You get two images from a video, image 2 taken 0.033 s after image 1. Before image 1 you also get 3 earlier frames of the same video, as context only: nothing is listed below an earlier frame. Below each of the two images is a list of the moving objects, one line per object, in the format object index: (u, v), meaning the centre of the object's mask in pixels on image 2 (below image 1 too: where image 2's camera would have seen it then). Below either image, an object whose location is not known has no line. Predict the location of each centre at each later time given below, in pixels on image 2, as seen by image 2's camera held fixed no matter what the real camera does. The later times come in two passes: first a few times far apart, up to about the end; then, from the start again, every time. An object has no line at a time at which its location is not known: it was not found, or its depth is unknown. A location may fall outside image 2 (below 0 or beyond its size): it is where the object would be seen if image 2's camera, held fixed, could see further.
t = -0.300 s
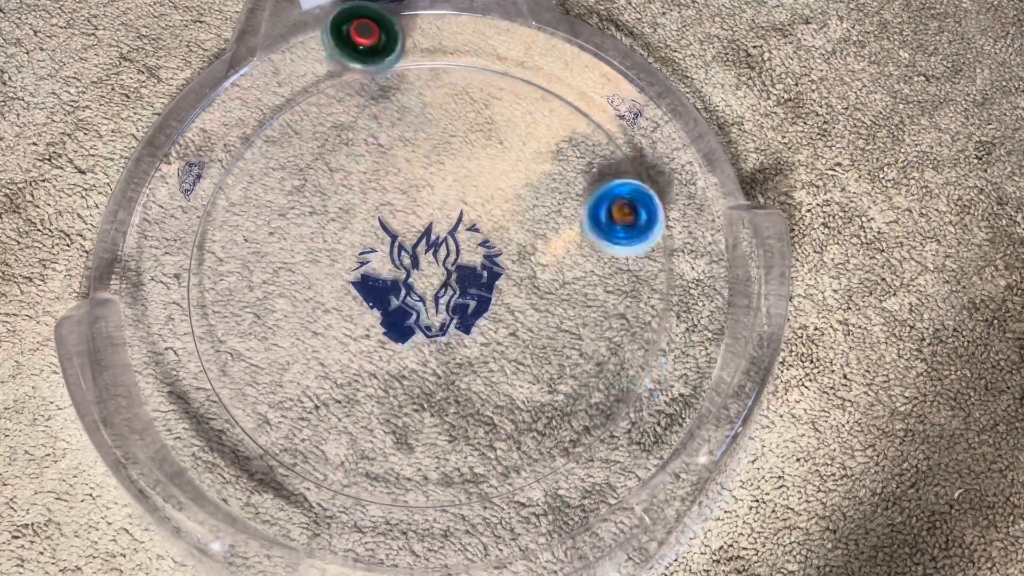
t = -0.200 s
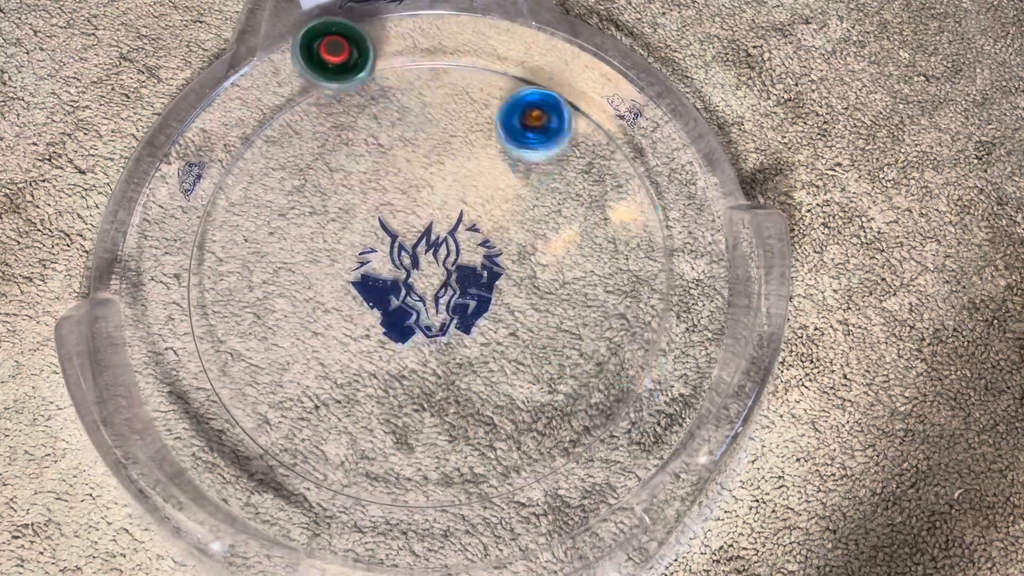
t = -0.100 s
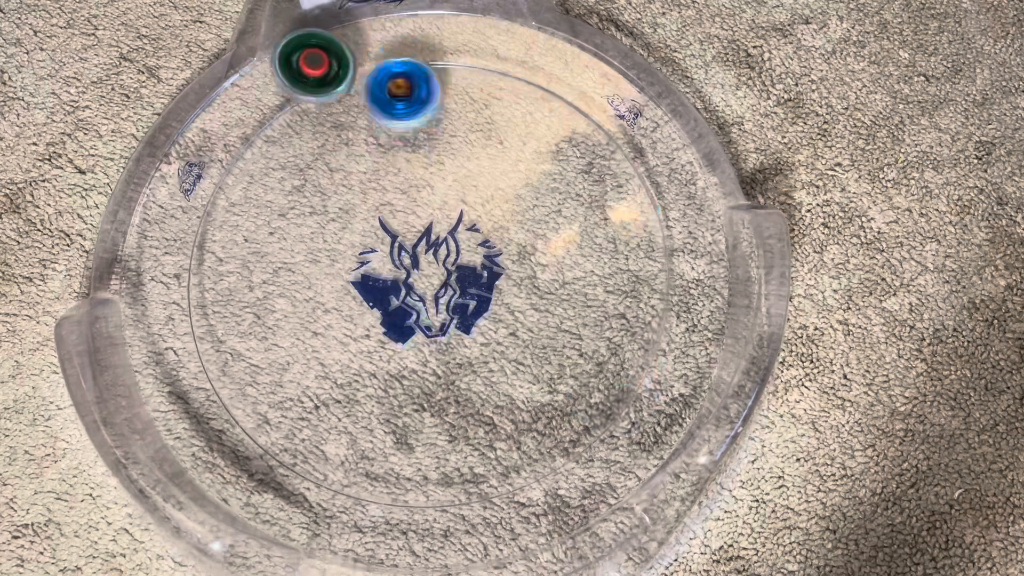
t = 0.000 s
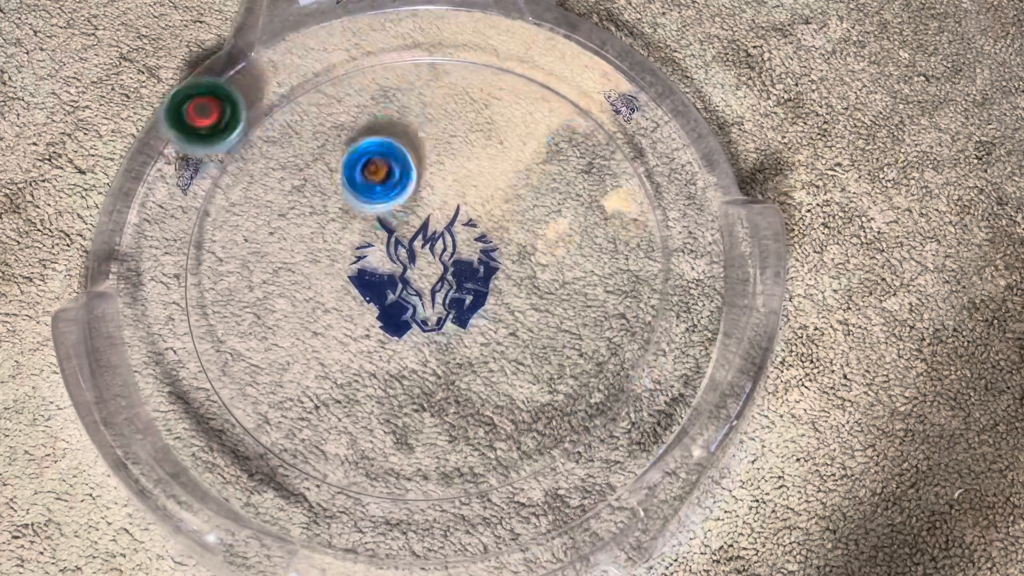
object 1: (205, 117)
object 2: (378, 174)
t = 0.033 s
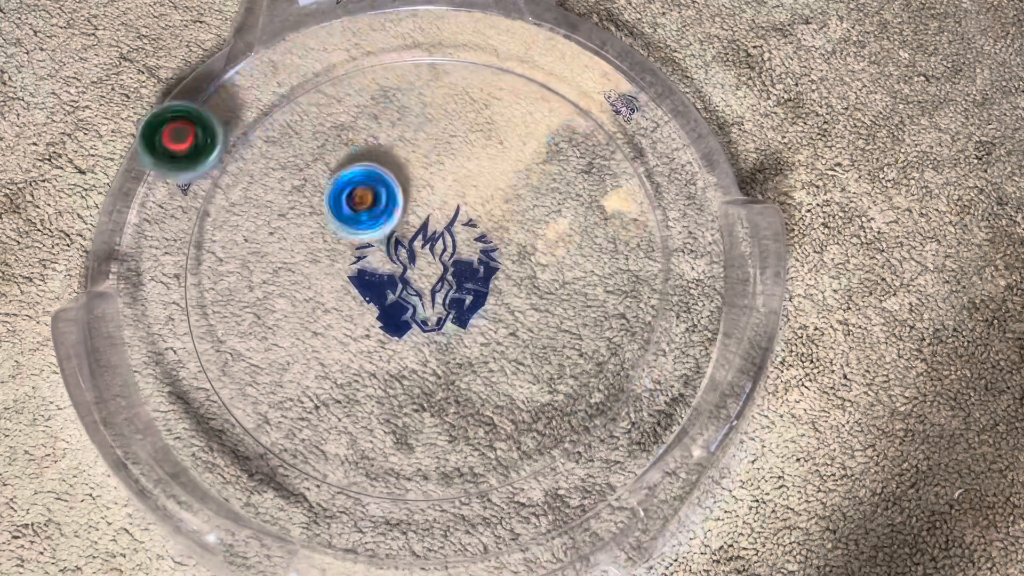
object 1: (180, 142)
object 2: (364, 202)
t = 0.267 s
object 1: (172, 253)
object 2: (486, 348)
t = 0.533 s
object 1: (302, 331)
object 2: (517, 162)
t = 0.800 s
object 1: (426, 341)
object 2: (318, 291)
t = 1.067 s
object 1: (504, 308)
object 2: (550, 388)
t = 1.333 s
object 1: (422, 185)
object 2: (633, 199)
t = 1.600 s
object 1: (148, 315)
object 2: (577, 97)
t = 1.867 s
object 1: (423, 492)
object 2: (444, 165)
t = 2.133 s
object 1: (552, 345)
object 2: (462, 358)
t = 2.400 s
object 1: (588, 193)
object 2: (532, 372)
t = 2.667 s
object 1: (505, 132)
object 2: (398, 257)
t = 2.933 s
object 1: (424, 131)
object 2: (267, 391)
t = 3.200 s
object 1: (364, 160)
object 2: (436, 369)
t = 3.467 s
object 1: (301, 204)
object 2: (408, 168)
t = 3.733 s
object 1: (273, 258)
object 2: (256, 165)
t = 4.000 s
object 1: (354, 371)
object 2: (340, 261)
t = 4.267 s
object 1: (414, 372)
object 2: (500, 163)
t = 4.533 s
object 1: (457, 343)
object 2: (425, 90)
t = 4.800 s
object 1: (492, 308)
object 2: (405, 261)
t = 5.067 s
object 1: (638, 315)
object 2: (412, 321)
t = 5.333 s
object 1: (589, 268)
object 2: (494, 239)
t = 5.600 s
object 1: (516, 250)
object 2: (346, 233)
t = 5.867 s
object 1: (450, 238)
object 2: (412, 357)
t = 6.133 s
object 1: (376, 220)
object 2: (497, 228)
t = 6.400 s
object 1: (277, 241)
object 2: (399, 144)
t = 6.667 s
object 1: (143, 318)
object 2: (466, 205)
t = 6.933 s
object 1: (343, 364)
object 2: (566, 144)
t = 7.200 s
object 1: (463, 278)
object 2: (496, 176)
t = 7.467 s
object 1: (376, 424)
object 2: (459, 269)
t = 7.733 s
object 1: (384, 402)
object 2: (498, 383)
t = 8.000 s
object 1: (365, 333)
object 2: (522, 344)
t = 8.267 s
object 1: (341, 255)
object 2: (429, 291)
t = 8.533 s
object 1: (354, 195)
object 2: (389, 276)
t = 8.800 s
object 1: (426, 194)
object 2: (386, 283)
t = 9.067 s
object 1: (541, 217)
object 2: (372, 272)
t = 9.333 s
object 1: (556, 255)
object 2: (390, 287)
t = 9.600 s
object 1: (461, 318)
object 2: (415, 231)
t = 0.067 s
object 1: (164, 165)
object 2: (357, 233)
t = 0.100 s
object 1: (154, 186)
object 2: (359, 264)
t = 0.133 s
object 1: (150, 204)
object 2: (371, 294)
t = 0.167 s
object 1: (153, 219)
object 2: (390, 318)
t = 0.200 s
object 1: (157, 232)
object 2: (418, 338)
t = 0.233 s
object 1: (164, 242)
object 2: (450, 349)
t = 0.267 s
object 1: (172, 253)
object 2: (486, 348)
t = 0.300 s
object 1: (183, 265)
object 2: (521, 338)
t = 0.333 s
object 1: (199, 277)
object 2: (549, 319)
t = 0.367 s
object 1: (214, 289)
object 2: (570, 292)
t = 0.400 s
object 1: (230, 298)
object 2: (579, 262)
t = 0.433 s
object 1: (247, 308)
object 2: (578, 230)
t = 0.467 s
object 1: (266, 317)
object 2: (566, 202)
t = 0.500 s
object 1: (284, 325)
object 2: (545, 179)
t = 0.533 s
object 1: (302, 331)
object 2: (517, 162)
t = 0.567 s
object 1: (320, 336)
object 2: (484, 154)
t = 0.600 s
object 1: (338, 339)
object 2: (449, 152)
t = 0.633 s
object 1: (354, 342)
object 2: (415, 159)
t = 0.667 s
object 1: (369, 344)
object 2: (383, 174)
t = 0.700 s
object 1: (384, 345)
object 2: (356, 196)
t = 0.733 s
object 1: (399, 344)
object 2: (335, 225)
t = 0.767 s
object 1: (413, 343)
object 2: (322, 257)
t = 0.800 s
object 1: (426, 341)
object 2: (318, 291)
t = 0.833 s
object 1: (438, 338)
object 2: (324, 328)
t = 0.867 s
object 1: (450, 335)
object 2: (340, 362)
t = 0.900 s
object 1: (461, 332)
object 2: (364, 390)
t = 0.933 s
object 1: (470, 328)
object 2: (397, 411)
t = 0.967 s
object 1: (480, 322)
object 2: (436, 422)
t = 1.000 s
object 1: (488, 318)
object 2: (477, 422)
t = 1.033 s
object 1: (496, 313)
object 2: (517, 410)
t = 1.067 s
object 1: (504, 308)
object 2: (550, 388)
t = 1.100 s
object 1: (509, 302)
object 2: (574, 359)
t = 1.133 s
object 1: (502, 282)
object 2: (607, 341)
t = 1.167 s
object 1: (489, 260)
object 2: (641, 332)
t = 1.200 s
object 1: (475, 237)
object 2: (654, 306)
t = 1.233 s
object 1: (460, 217)
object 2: (657, 279)
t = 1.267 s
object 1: (446, 201)
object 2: (656, 251)
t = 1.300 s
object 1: (433, 191)
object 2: (648, 224)
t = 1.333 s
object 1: (422, 185)
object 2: (633, 199)
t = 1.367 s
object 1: (416, 186)
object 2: (610, 180)
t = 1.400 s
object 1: (412, 189)
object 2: (581, 166)
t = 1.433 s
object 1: (408, 194)
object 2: (548, 158)
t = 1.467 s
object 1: (405, 199)
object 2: (511, 157)
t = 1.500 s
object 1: (402, 205)
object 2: (473, 162)
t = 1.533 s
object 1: (316, 231)
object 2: (516, 133)
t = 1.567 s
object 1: (209, 280)
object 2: (555, 110)
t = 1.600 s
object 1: (148, 315)
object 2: (577, 97)
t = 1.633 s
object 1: (155, 346)
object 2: (571, 100)
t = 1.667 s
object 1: (172, 387)
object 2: (563, 115)
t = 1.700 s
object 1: (198, 434)
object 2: (551, 125)
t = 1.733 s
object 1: (252, 469)
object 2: (533, 130)
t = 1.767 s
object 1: (295, 482)
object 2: (513, 133)
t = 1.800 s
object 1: (341, 492)
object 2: (491, 141)
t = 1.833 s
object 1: (383, 495)
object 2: (466, 149)
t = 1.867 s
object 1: (423, 492)
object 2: (444, 165)
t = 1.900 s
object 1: (456, 486)
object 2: (426, 185)
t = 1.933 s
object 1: (484, 474)
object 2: (413, 210)
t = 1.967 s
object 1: (510, 454)
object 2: (407, 236)
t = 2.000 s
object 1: (529, 433)
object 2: (407, 266)
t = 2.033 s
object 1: (542, 411)
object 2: (412, 293)
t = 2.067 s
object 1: (550, 388)
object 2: (424, 317)
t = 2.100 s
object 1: (553, 366)
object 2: (442, 340)
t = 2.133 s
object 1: (552, 345)
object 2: (462, 358)
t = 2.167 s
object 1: (580, 320)
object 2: (455, 371)
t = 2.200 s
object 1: (598, 295)
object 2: (454, 382)
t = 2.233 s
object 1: (607, 274)
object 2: (459, 391)
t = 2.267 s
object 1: (608, 255)
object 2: (469, 397)
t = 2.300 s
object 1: (605, 238)
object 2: (484, 401)
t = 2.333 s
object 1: (601, 221)
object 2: (502, 398)
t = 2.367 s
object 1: (595, 207)
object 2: (519, 389)
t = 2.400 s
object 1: (588, 193)
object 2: (532, 372)
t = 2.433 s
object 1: (579, 181)
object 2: (538, 352)
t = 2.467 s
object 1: (570, 171)
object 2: (537, 328)
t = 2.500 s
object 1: (560, 161)
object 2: (526, 306)
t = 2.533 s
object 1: (549, 153)
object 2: (508, 286)
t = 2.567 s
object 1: (539, 145)
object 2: (484, 271)
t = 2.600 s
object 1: (528, 139)
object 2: (458, 261)
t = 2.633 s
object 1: (517, 134)
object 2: (429, 256)
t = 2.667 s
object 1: (505, 132)
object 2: (398, 257)
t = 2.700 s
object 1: (494, 129)
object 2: (369, 261)
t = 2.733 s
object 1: (483, 127)
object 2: (341, 270)
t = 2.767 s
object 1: (472, 125)
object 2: (315, 283)
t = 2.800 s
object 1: (462, 125)
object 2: (293, 301)
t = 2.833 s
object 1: (452, 126)
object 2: (276, 321)
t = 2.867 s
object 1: (442, 127)
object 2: (266, 344)
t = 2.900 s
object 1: (433, 129)
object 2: (262, 368)
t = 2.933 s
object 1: (424, 131)
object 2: (267, 391)
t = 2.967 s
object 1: (416, 133)
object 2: (274, 410)
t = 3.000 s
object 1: (408, 135)
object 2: (291, 424)
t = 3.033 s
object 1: (400, 138)
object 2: (311, 432)
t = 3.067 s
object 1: (392, 141)
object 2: (337, 433)
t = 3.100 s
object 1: (384, 146)
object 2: (364, 426)
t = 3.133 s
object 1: (377, 150)
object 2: (392, 413)
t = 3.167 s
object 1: (370, 154)
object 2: (417, 393)
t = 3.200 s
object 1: (364, 160)
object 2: (436, 369)
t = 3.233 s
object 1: (357, 164)
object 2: (449, 341)
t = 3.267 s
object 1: (352, 169)
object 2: (454, 312)
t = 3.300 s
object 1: (347, 175)
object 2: (454, 284)
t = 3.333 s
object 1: (343, 181)
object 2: (447, 255)
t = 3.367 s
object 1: (337, 187)
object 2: (436, 229)
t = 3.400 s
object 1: (333, 193)
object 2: (420, 205)
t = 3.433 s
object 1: (314, 198)
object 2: (417, 186)
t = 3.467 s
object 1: (301, 204)
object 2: (408, 168)
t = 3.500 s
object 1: (293, 212)
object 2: (393, 153)
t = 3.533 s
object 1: (288, 220)
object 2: (374, 140)
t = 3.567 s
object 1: (282, 227)
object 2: (352, 132)
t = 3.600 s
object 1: (278, 234)
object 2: (329, 127)
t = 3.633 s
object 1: (275, 241)
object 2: (305, 129)
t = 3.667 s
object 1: (274, 247)
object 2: (284, 136)
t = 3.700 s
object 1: (274, 252)
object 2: (267, 148)
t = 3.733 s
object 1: (273, 258)
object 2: (256, 165)
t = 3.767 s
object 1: (273, 265)
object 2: (249, 185)
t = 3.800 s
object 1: (280, 291)
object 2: (246, 188)
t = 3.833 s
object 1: (290, 318)
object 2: (248, 196)
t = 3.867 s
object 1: (303, 339)
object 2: (258, 209)
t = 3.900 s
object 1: (317, 355)
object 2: (271, 225)
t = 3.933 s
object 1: (331, 364)
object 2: (290, 242)
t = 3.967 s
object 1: (343, 369)
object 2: (313, 255)
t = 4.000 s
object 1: (354, 371)
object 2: (340, 261)
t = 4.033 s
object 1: (363, 373)
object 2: (368, 263)
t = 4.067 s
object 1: (372, 374)
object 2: (395, 260)
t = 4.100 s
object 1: (379, 375)
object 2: (421, 251)
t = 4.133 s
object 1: (386, 375)
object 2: (446, 238)
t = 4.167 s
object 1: (393, 375)
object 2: (465, 222)
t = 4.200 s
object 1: (400, 374)
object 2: (481, 203)
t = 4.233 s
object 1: (407, 373)
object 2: (492, 183)
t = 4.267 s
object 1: (414, 372)
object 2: (500, 163)
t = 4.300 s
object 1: (420, 369)
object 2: (503, 140)
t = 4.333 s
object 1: (426, 366)
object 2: (500, 120)
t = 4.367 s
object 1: (431, 363)
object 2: (491, 104)
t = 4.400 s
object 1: (436, 360)
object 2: (481, 91)
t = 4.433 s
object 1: (442, 356)
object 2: (468, 83)
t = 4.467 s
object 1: (447, 352)
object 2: (455, 80)
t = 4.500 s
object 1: (452, 348)
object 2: (439, 82)
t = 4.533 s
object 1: (457, 343)
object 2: (425, 90)
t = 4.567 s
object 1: (461, 338)
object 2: (410, 104)
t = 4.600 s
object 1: (465, 333)
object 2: (397, 123)
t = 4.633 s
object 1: (468, 328)
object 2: (386, 146)
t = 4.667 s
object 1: (471, 323)
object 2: (382, 172)
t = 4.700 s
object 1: (474, 317)
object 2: (382, 197)
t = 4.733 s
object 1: (477, 311)
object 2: (389, 223)
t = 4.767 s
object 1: (479, 305)
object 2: (400, 247)
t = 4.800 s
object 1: (492, 308)
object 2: (405, 261)
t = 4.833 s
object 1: (530, 327)
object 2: (387, 257)
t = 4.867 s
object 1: (564, 339)
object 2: (377, 257)
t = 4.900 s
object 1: (591, 347)
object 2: (372, 263)
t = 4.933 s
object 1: (611, 345)
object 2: (371, 274)
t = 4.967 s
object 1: (626, 339)
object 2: (375, 289)
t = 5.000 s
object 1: (635, 332)
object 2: (383, 302)
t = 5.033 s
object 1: (640, 324)
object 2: (396, 313)
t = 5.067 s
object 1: (638, 315)
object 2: (412, 321)
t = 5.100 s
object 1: (635, 306)
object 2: (429, 325)
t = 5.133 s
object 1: (631, 298)
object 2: (447, 324)
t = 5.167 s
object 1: (625, 291)
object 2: (465, 318)
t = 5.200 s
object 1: (620, 286)
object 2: (481, 308)
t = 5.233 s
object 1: (613, 282)
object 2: (492, 293)
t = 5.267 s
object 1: (606, 276)
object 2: (498, 276)
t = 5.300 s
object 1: (598, 272)
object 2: (498, 257)
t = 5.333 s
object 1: (589, 268)
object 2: (494, 239)
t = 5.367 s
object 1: (580, 265)
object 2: (481, 224)
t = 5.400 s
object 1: (571, 261)
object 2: (466, 211)
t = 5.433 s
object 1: (561, 258)
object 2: (447, 202)
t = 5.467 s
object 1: (551, 256)
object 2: (425, 198)
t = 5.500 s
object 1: (541, 254)
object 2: (403, 200)
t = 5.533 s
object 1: (532, 252)
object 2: (382, 207)
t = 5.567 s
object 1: (523, 252)
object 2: (362, 218)
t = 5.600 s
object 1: (516, 250)
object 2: (346, 233)
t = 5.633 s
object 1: (509, 249)
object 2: (335, 252)
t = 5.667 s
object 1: (502, 248)
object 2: (330, 272)
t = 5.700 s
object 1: (495, 248)
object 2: (330, 293)
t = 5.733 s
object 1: (487, 246)
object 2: (336, 312)
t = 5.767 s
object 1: (477, 244)
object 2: (350, 330)
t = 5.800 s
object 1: (468, 242)
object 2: (367, 345)
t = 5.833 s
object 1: (459, 240)
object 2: (389, 354)
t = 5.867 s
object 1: (450, 238)
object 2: (412, 357)
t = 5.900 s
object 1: (440, 236)
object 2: (435, 354)
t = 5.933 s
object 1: (431, 232)
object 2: (458, 344)
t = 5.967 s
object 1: (420, 231)
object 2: (477, 330)
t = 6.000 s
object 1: (411, 228)
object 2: (491, 312)
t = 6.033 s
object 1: (401, 226)
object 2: (501, 292)
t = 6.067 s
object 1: (392, 224)
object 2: (504, 270)
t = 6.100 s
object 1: (383, 222)
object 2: (503, 249)
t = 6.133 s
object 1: (376, 220)
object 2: (497, 228)
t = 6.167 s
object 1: (369, 217)
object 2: (484, 210)
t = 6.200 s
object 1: (364, 215)
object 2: (468, 195)
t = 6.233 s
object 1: (358, 213)
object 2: (449, 184)
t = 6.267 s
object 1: (352, 212)
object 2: (428, 176)
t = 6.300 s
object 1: (323, 220)
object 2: (430, 160)
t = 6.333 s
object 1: (300, 228)
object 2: (425, 151)
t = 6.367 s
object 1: (284, 235)
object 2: (414, 146)
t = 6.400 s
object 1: (277, 241)
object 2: (399, 144)
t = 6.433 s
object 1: (274, 243)
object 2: (382, 148)
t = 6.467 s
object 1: (272, 245)
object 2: (368, 156)
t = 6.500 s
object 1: (272, 247)
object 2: (355, 168)
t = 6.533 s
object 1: (272, 248)
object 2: (347, 185)
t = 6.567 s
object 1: (270, 249)
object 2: (347, 204)
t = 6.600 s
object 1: (210, 274)
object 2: (395, 202)
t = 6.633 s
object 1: (166, 296)
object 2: (435, 205)
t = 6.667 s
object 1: (143, 318)
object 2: (466, 205)
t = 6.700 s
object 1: (155, 338)
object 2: (490, 203)
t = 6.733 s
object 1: (177, 355)
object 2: (508, 199)
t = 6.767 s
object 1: (200, 367)
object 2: (523, 192)
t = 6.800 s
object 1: (229, 376)
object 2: (538, 182)
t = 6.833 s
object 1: (258, 381)
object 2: (549, 172)
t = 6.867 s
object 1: (288, 378)
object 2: (557, 162)
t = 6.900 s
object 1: (315, 373)
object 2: (563, 152)
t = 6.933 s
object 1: (343, 364)
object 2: (566, 144)
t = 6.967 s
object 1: (368, 353)
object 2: (567, 138)
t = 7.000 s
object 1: (390, 339)
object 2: (566, 135)
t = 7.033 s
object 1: (408, 327)
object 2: (562, 133)
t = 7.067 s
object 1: (423, 315)
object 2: (553, 134)
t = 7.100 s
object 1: (435, 304)
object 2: (541, 140)
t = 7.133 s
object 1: (447, 292)
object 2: (526, 150)
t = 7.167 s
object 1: (456, 284)
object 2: (510, 162)
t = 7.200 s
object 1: (463, 278)
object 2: (496, 176)
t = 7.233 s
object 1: (469, 271)
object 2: (484, 194)
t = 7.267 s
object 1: (455, 294)
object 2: (482, 191)
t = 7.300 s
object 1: (439, 331)
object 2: (480, 191)
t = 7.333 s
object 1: (422, 354)
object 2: (473, 200)
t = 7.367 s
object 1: (407, 373)
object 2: (465, 215)
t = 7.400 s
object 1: (395, 399)
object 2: (461, 232)
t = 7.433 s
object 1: (383, 415)
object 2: (460, 251)
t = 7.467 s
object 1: (376, 424)
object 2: (459, 269)
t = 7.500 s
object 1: (373, 429)
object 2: (460, 287)
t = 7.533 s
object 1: (375, 428)
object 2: (461, 304)
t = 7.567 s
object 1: (381, 427)
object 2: (464, 321)
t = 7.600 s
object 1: (387, 425)
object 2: (467, 337)
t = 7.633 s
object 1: (394, 420)
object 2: (471, 353)
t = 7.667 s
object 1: (399, 415)
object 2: (476, 367)
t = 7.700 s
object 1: (397, 409)
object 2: (485, 377)
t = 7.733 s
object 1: (384, 402)
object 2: (498, 383)
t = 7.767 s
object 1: (376, 392)
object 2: (509, 388)
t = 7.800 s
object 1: (372, 381)
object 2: (519, 391)
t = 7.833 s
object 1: (370, 370)
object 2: (526, 389)
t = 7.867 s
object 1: (369, 361)
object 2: (531, 386)
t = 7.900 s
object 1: (368, 354)
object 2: (535, 380)
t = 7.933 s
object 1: (368, 346)
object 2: (535, 369)
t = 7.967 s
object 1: (366, 340)
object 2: (531, 357)
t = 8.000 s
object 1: (365, 333)
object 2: (522, 344)
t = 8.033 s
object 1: (362, 328)
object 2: (509, 333)
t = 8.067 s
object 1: (360, 321)
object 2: (493, 324)
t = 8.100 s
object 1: (358, 314)
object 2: (477, 316)
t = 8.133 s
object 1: (359, 306)
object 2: (461, 308)
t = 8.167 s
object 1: (358, 297)
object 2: (443, 302)
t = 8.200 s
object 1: (350, 283)
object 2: (439, 298)
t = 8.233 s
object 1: (342, 268)
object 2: (435, 296)
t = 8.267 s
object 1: (341, 255)
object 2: (429, 291)
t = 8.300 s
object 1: (343, 246)
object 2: (419, 284)
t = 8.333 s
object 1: (336, 231)
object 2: (419, 285)
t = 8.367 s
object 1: (332, 220)
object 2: (417, 283)
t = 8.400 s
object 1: (334, 213)
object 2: (412, 281)
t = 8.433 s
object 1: (337, 207)
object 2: (407, 279)
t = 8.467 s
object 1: (342, 202)
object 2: (401, 277)
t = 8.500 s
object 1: (347, 199)
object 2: (395, 276)
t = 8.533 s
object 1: (354, 195)
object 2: (389, 276)
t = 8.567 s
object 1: (360, 192)
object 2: (384, 277)
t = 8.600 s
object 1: (368, 190)
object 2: (381, 278)
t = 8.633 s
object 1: (376, 189)
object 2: (377, 280)
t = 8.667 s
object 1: (384, 188)
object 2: (376, 282)
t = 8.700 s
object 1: (393, 188)
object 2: (377, 284)
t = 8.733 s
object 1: (404, 190)
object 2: (380, 285)
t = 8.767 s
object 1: (415, 191)
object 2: (383, 284)
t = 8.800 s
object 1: (426, 194)
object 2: (386, 283)
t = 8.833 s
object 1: (437, 198)
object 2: (391, 280)
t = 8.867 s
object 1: (447, 202)
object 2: (396, 276)
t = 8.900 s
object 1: (459, 208)
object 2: (401, 271)
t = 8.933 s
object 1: (470, 214)
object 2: (404, 265)
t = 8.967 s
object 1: (496, 210)
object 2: (391, 268)
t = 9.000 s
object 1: (516, 210)
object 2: (384, 269)
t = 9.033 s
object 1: (530, 213)
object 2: (377, 270)
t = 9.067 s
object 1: (541, 217)
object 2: (372, 272)
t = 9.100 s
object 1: (549, 222)
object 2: (368, 274)
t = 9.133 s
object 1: (555, 226)
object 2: (365, 277)
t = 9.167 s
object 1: (559, 231)
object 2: (363, 281)
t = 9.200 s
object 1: (561, 235)
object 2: (365, 286)
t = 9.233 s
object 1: (562, 240)
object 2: (368, 288)
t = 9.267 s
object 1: (561, 244)
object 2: (374, 290)
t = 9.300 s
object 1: (559, 249)
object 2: (382, 290)
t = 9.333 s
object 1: (556, 255)
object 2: (390, 287)
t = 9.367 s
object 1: (552, 261)
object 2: (397, 282)
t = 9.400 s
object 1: (546, 267)
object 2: (403, 276)
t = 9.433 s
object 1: (537, 274)
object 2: (409, 268)
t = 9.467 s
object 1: (527, 282)
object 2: (413, 262)
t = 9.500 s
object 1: (514, 292)
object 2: (416, 254)
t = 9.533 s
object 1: (497, 300)
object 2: (417, 244)
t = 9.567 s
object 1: (480, 309)
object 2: (416, 238)
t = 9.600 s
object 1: (461, 318)
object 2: (415, 231)
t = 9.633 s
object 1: (441, 326)
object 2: (413, 225)
